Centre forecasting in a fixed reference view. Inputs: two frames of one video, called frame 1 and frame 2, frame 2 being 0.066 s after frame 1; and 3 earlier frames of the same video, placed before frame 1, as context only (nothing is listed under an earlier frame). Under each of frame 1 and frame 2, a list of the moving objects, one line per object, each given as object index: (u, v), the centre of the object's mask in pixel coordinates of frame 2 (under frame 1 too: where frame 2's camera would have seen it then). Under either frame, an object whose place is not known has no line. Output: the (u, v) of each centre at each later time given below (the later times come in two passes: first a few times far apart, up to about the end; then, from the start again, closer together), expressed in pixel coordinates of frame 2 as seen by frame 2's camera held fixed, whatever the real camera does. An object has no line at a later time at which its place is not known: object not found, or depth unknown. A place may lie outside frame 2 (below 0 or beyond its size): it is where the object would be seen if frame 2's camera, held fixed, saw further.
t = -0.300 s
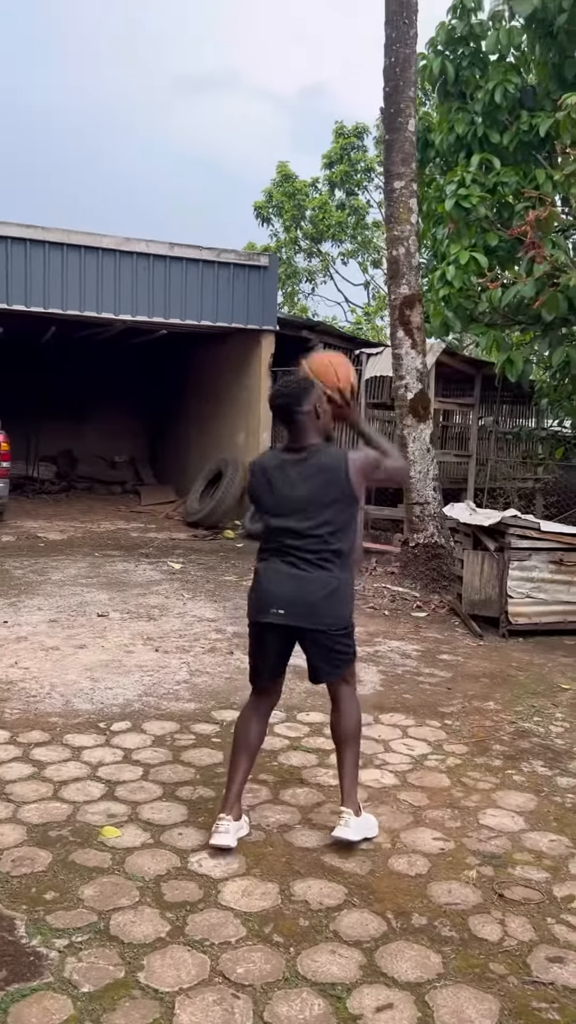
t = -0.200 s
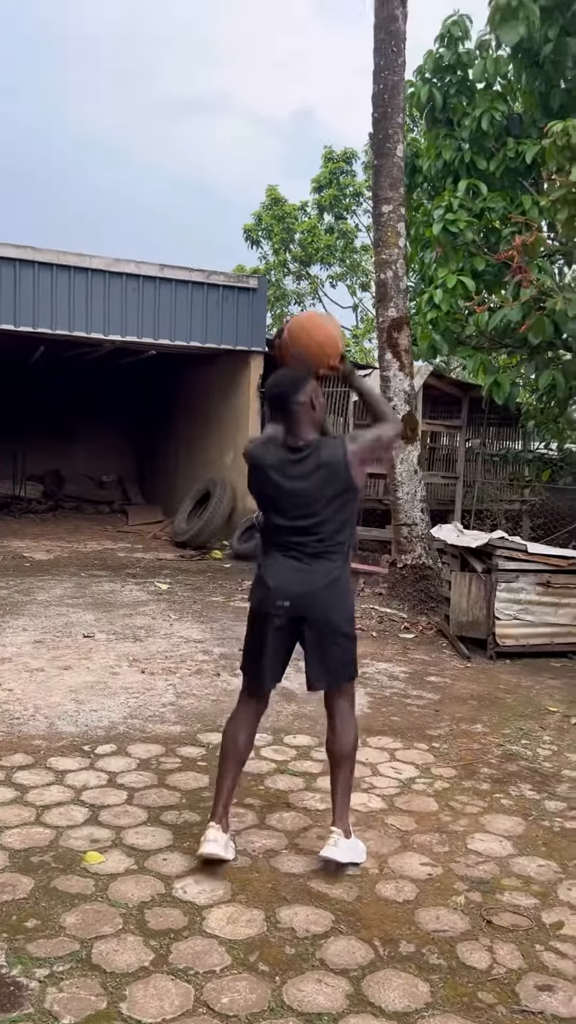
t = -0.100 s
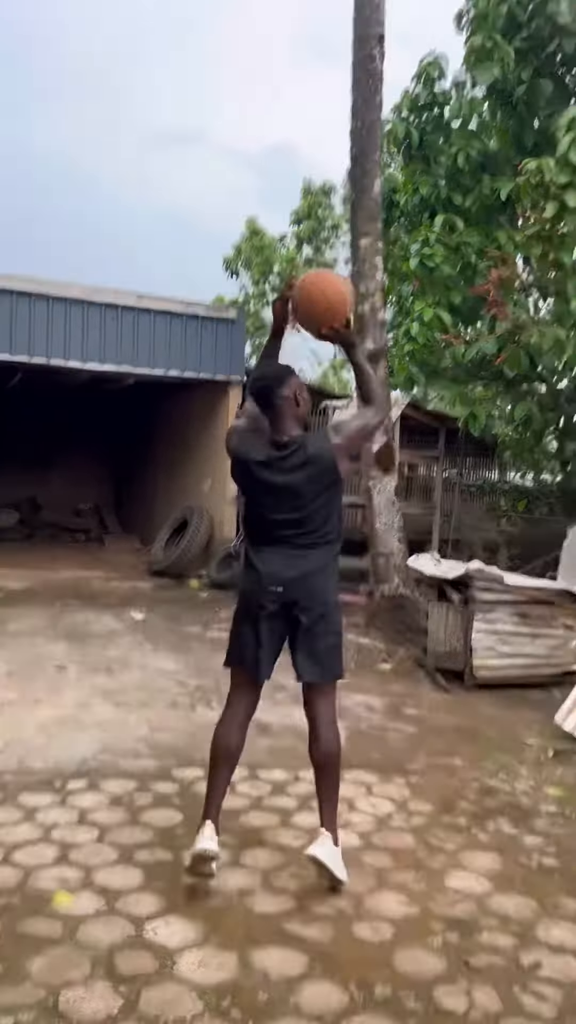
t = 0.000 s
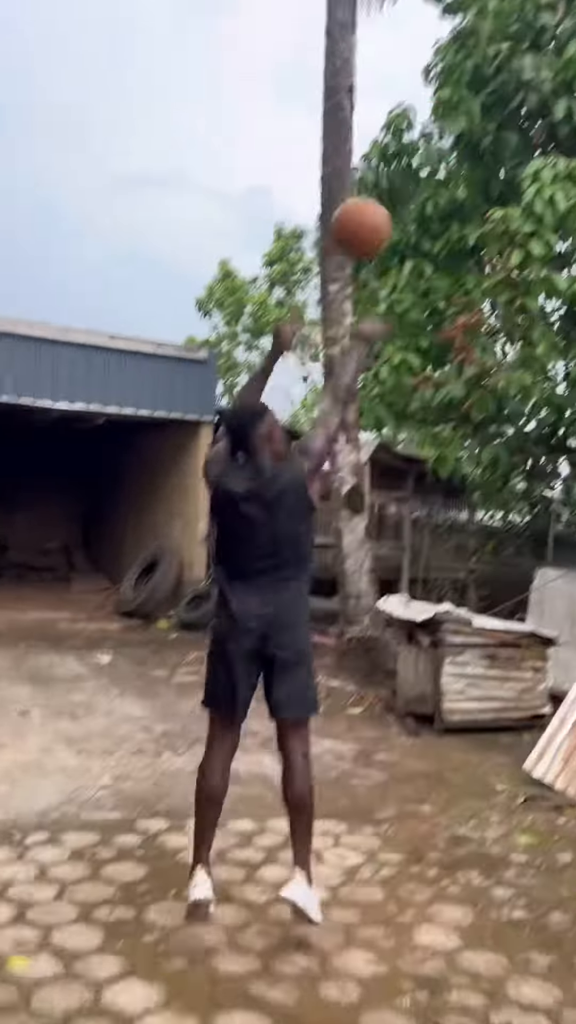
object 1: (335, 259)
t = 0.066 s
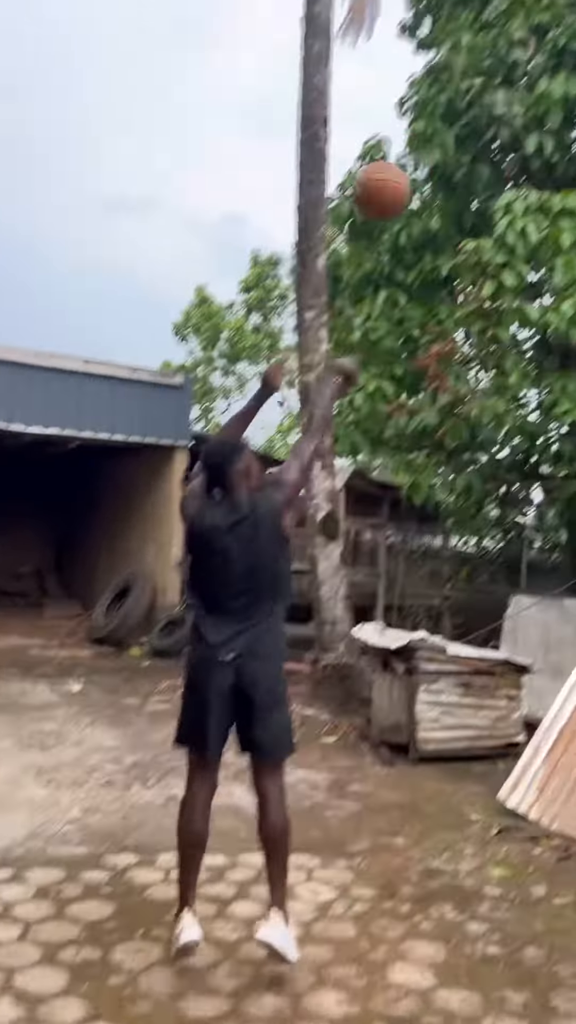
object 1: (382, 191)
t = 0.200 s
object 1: (460, 106)
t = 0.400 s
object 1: (549, 63)
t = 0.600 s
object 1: (617, 91)
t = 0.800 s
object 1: (671, 177)
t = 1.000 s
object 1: (712, 300)
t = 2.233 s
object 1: (568, 783)
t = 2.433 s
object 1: (551, 781)
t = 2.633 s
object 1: (523, 880)
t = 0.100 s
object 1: (403, 164)
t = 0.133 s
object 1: (423, 142)
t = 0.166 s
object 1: (443, 121)
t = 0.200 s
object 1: (460, 106)
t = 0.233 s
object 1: (476, 92)
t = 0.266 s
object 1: (493, 81)
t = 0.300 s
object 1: (507, 73)
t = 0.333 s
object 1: (521, 67)
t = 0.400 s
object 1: (549, 63)
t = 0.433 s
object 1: (561, 64)
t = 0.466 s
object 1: (574, 66)
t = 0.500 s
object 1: (585, 71)
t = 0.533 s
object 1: (596, 77)
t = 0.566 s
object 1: (606, 84)
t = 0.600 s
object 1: (617, 91)
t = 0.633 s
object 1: (627, 103)
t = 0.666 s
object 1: (636, 116)
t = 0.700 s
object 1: (646, 130)
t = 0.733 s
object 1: (655, 144)
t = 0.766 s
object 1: (663, 159)
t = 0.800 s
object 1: (671, 177)
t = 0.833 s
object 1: (679, 195)
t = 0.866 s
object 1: (687, 213)
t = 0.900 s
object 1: (693, 234)
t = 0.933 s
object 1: (699, 255)
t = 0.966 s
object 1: (706, 278)
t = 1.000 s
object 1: (712, 300)
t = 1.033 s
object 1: (715, 322)
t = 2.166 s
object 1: (573, 798)
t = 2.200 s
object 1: (570, 790)
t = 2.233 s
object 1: (568, 783)
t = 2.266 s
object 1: (565, 779)
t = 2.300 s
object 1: (562, 775)
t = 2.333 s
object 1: (560, 774)
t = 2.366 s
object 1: (557, 772)
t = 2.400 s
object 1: (555, 775)
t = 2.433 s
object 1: (551, 781)
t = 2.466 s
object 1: (546, 790)
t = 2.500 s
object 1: (543, 801)
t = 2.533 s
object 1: (539, 817)
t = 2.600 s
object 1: (529, 854)
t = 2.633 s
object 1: (523, 880)
